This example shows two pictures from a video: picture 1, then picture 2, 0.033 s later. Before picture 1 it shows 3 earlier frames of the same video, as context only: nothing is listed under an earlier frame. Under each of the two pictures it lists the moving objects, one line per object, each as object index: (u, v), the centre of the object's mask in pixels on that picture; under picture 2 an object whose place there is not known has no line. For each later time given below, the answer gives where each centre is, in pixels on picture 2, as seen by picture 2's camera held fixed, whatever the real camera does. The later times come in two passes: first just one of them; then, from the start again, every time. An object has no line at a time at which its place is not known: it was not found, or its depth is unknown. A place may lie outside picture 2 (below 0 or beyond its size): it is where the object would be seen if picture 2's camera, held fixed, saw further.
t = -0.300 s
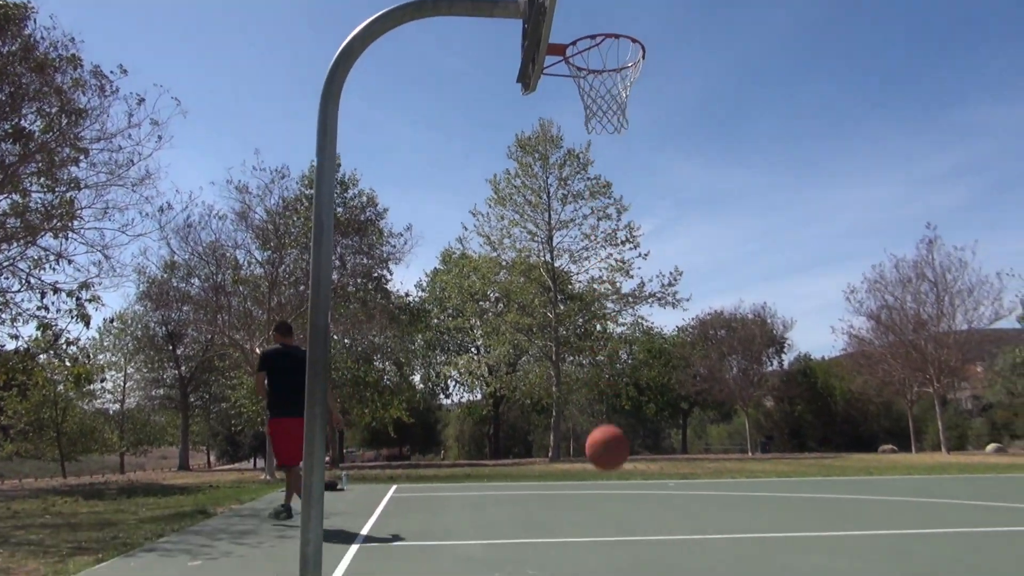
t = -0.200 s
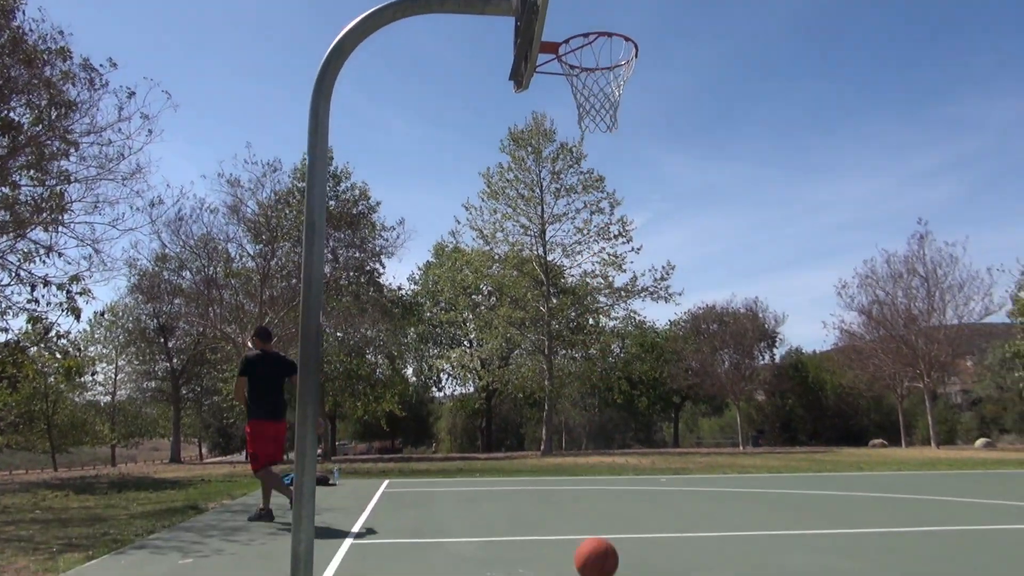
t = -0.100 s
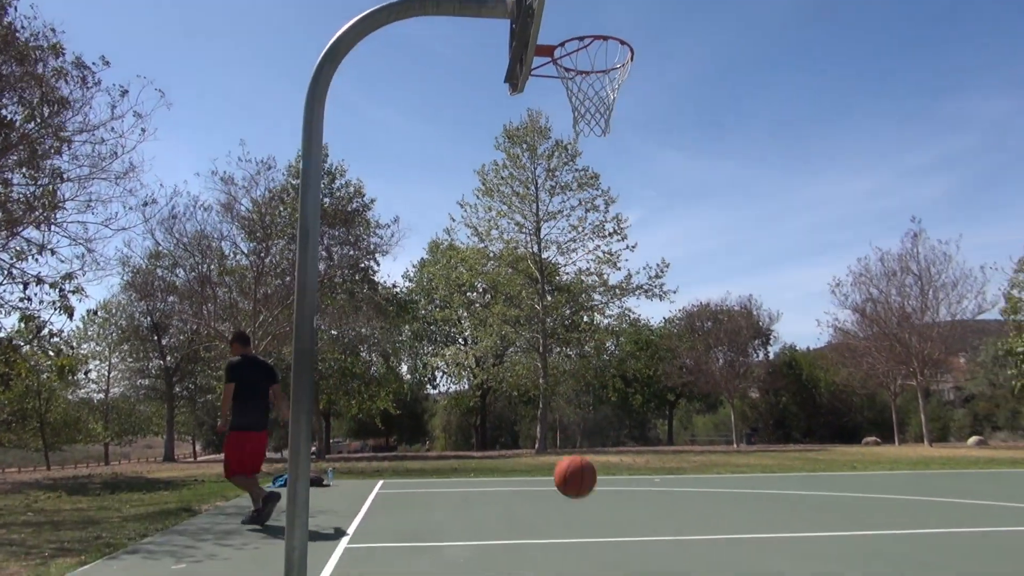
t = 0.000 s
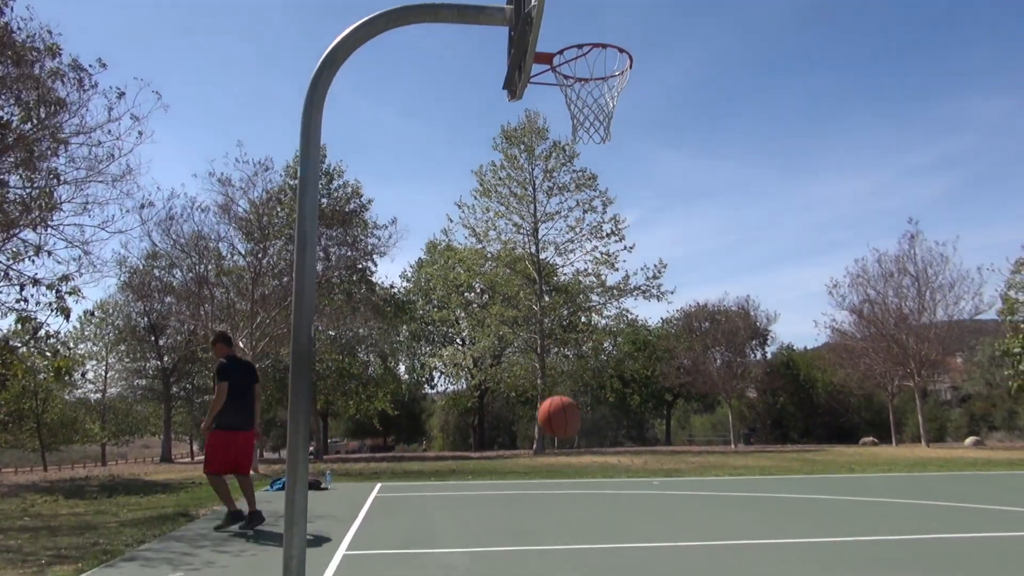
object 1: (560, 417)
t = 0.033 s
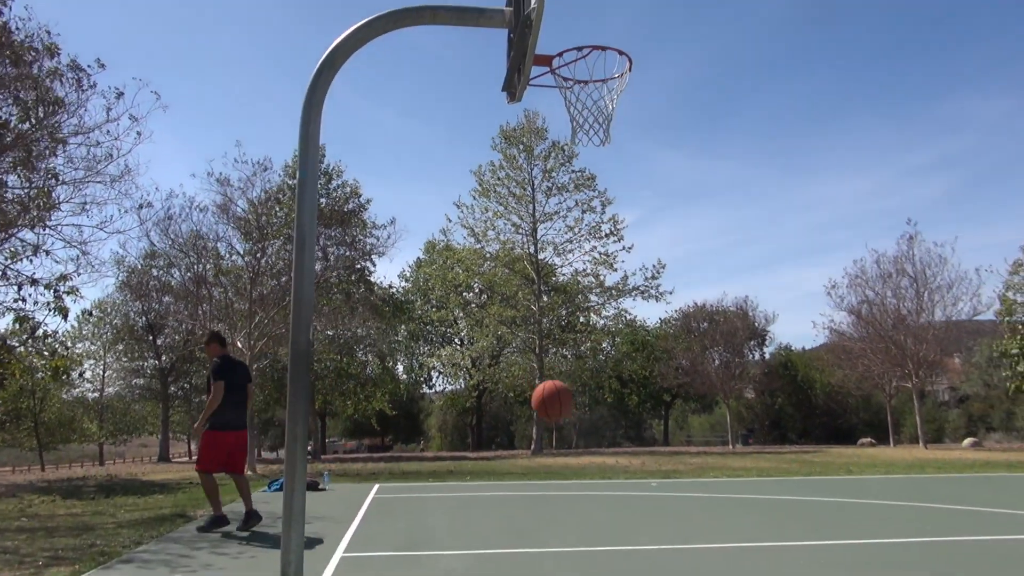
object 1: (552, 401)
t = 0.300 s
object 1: (522, 335)
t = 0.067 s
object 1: (548, 386)
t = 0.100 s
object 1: (544, 373)
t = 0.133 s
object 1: (540, 362)
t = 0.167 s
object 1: (537, 352)
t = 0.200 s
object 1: (533, 345)
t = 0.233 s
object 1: (529, 340)
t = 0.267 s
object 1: (526, 337)
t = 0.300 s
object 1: (522, 335)
